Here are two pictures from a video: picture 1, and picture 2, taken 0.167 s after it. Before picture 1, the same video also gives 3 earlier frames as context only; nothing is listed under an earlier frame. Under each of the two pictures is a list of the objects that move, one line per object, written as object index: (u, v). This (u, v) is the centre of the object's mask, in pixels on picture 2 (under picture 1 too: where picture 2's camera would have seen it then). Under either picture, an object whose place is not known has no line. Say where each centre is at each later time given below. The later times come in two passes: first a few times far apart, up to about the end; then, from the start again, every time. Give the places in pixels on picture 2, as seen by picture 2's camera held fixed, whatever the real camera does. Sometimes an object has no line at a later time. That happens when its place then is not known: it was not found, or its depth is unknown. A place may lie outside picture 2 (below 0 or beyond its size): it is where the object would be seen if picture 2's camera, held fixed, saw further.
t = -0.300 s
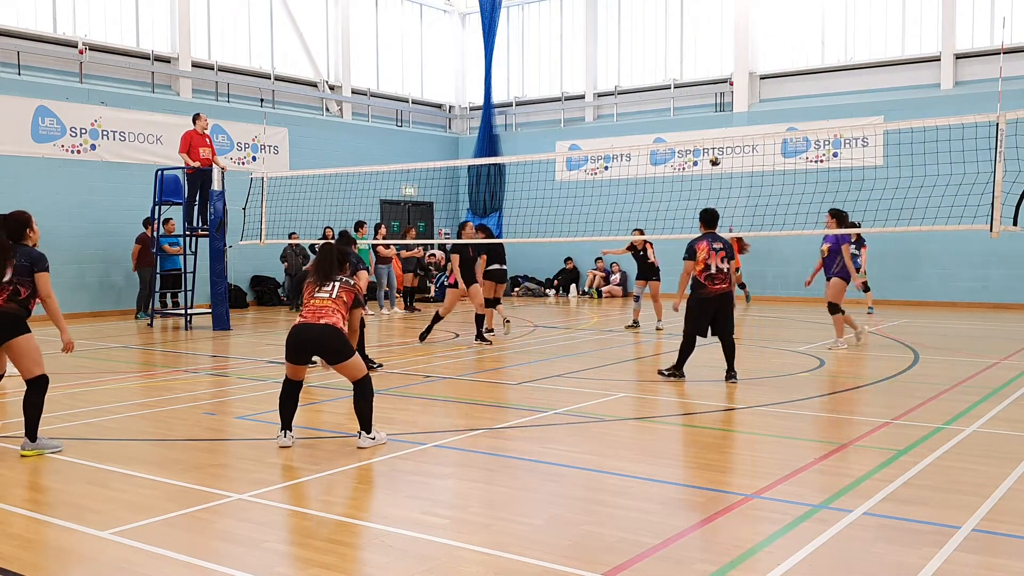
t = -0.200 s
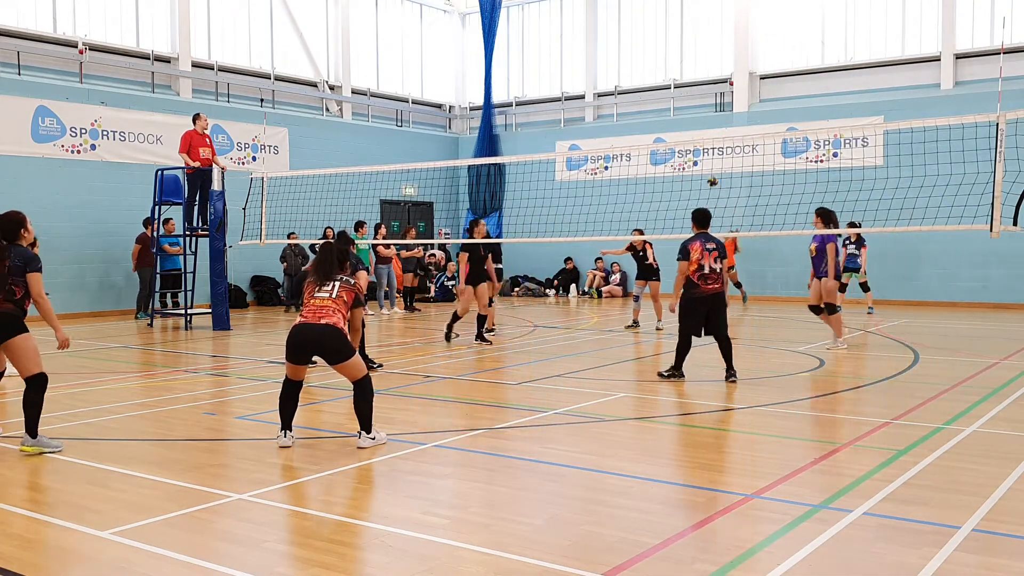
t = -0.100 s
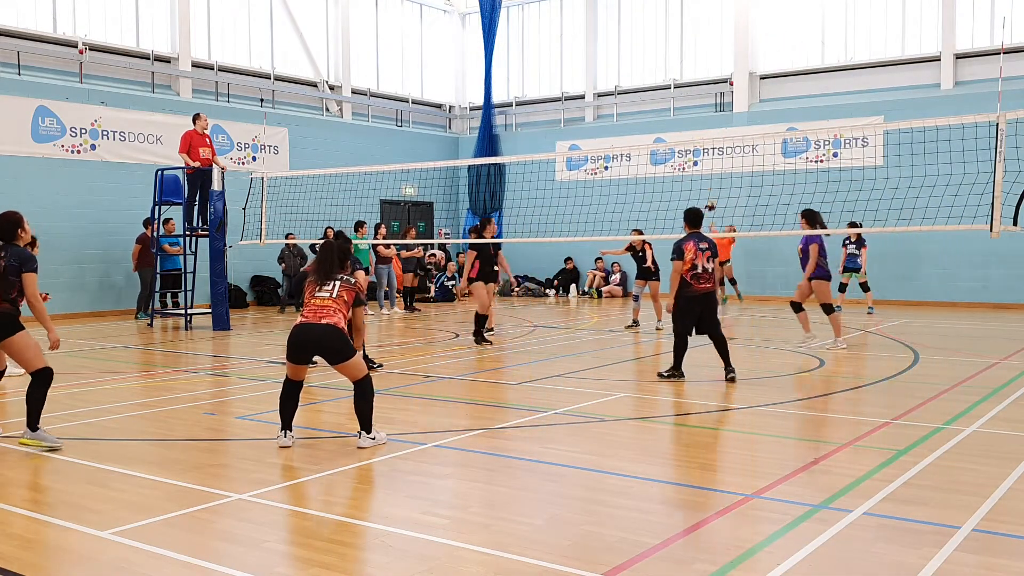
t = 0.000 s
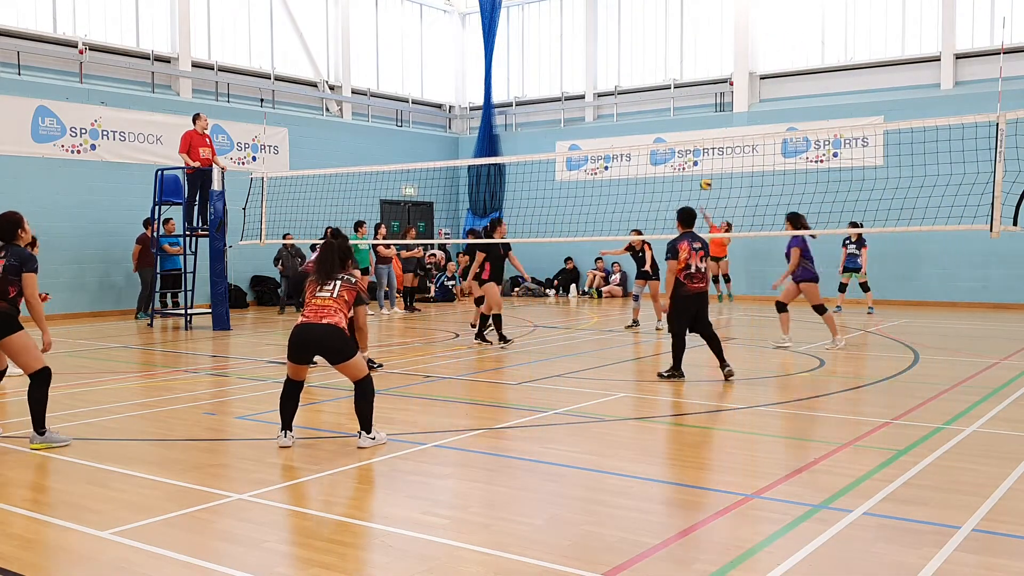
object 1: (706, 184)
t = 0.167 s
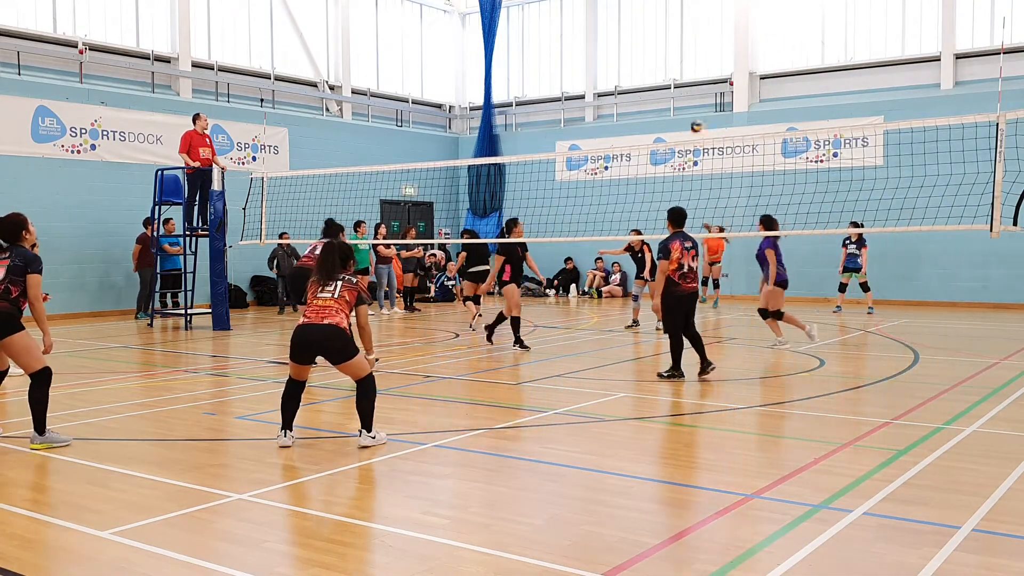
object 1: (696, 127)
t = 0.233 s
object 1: (691, 106)
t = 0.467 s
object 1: (676, 44)
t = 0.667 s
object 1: (663, 12)
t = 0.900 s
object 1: (642, 18)
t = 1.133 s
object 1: (611, 104)
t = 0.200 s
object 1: (694, 117)
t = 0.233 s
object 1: (691, 106)
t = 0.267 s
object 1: (689, 96)
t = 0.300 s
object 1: (687, 87)
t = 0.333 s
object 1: (685, 78)
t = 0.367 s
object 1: (683, 69)
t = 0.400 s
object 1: (680, 60)
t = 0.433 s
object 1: (678, 52)
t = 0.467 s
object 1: (676, 44)
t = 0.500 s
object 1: (674, 36)
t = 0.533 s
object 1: (672, 30)
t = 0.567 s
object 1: (669, 24)
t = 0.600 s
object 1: (667, 19)
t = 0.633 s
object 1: (665, 15)
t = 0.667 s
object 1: (663, 12)
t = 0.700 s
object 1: (660, 9)
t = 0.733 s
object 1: (658, 8)
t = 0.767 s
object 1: (655, 8)
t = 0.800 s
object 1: (652, 9)
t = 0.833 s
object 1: (649, 10)
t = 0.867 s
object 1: (646, 13)
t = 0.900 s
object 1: (642, 18)
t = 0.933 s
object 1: (639, 25)
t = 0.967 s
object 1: (635, 33)
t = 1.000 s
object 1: (631, 43)
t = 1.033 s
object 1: (626, 55)
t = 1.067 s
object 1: (621, 69)
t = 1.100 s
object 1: (617, 85)
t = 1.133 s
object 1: (611, 104)
